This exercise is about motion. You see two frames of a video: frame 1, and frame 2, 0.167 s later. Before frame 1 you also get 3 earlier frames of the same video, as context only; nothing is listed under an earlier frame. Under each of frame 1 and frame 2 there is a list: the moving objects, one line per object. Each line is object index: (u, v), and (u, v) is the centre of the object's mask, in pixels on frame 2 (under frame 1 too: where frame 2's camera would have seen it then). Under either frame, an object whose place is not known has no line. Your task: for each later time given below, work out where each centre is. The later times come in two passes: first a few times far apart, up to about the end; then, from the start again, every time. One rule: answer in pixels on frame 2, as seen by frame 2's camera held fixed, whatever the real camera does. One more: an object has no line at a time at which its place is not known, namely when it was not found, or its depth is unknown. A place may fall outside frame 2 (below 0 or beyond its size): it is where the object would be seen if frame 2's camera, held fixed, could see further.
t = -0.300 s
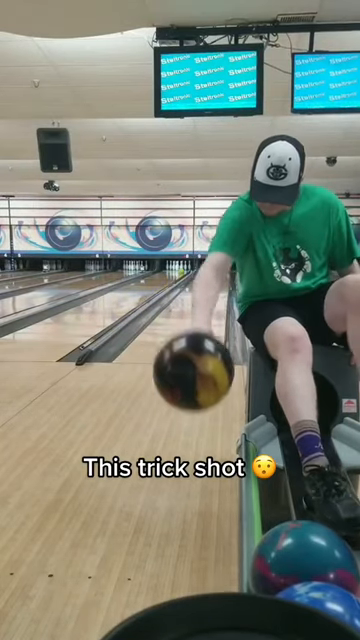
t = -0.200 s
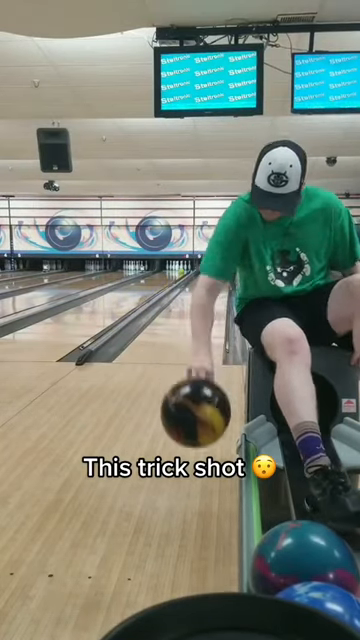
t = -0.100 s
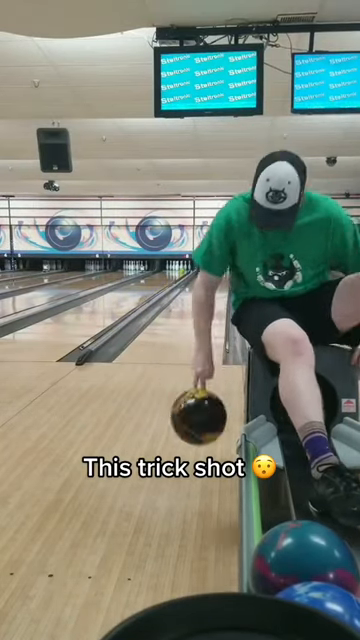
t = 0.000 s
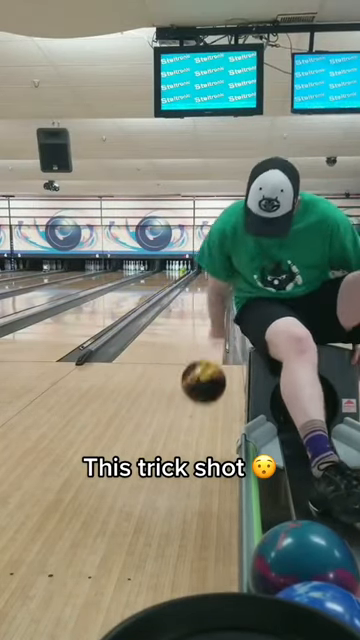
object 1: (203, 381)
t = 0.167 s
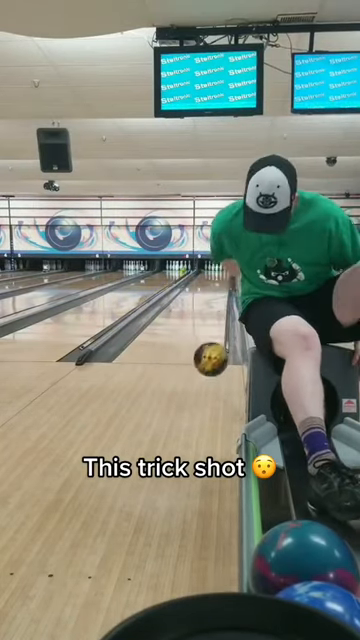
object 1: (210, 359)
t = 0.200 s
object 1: (212, 360)
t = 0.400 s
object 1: (214, 361)
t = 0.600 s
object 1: (218, 346)
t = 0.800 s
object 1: (221, 331)
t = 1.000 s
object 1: (222, 320)
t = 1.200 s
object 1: (223, 311)
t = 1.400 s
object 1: (223, 305)
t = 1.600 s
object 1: (223, 302)
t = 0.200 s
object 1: (212, 360)
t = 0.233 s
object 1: (212, 363)
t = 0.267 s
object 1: (213, 368)
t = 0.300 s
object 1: (214, 373)
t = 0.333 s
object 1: (214, 375)
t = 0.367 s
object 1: (215, 366)
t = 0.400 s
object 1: (214, 361)
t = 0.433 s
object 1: (213, 356)
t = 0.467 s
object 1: (213, 352)
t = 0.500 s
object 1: (213, 351)
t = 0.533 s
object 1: (213, 350)
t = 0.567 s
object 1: (215, 349)
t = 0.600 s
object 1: (218, 346)
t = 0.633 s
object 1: (219, 343)
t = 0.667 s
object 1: (219, 341)
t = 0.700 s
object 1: (220, 338)
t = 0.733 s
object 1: (220, 336)
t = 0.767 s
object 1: (221, 333)
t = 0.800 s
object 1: (221, 331)
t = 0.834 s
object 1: (221, 329)
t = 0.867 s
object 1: (221, 327)
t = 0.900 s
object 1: (222, 325)
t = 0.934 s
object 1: (222, 323)
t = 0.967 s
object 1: (222, 321)
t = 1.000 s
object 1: (222, 320)
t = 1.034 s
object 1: (222, 318)
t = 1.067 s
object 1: (222, 316)
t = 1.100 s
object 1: (222, 315)
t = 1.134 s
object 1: (222, 314)
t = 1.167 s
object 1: (223, 313)
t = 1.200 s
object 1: (223, 311)
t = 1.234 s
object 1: (223, 310)
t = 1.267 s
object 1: (223, 309)
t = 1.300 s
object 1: (223, 308)
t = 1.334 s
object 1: (223, 307)
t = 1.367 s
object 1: (223, 306)
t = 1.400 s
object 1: (223, 305)
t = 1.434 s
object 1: (223, 305)
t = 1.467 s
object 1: (223, 304)
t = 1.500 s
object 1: (223, 303)
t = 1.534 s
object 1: (223, 303)
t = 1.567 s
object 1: (223, 303)
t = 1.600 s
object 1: (223, 302)
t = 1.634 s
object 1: (223, 302)
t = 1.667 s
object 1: (222, 301)
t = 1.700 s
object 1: (222, 300)
